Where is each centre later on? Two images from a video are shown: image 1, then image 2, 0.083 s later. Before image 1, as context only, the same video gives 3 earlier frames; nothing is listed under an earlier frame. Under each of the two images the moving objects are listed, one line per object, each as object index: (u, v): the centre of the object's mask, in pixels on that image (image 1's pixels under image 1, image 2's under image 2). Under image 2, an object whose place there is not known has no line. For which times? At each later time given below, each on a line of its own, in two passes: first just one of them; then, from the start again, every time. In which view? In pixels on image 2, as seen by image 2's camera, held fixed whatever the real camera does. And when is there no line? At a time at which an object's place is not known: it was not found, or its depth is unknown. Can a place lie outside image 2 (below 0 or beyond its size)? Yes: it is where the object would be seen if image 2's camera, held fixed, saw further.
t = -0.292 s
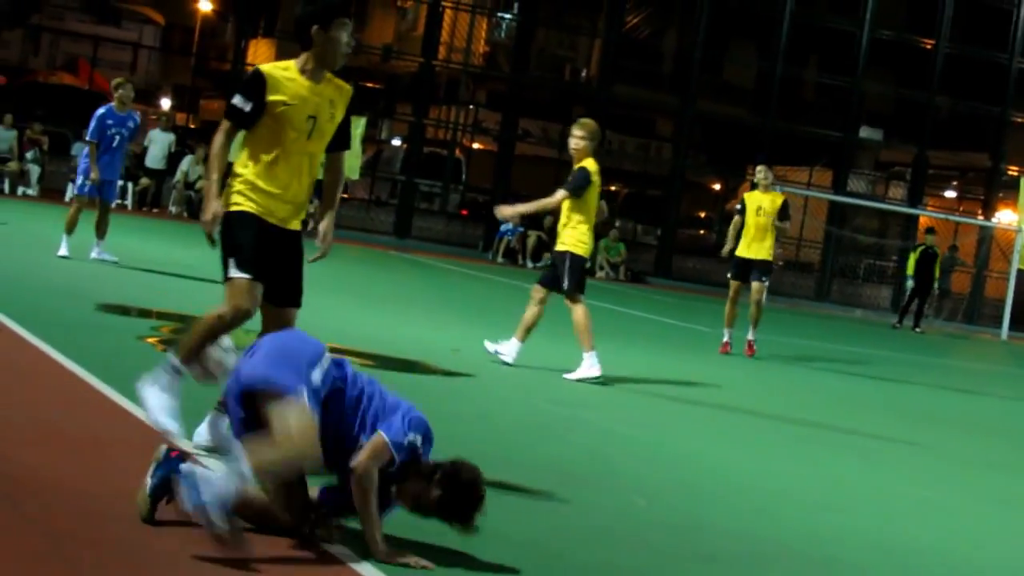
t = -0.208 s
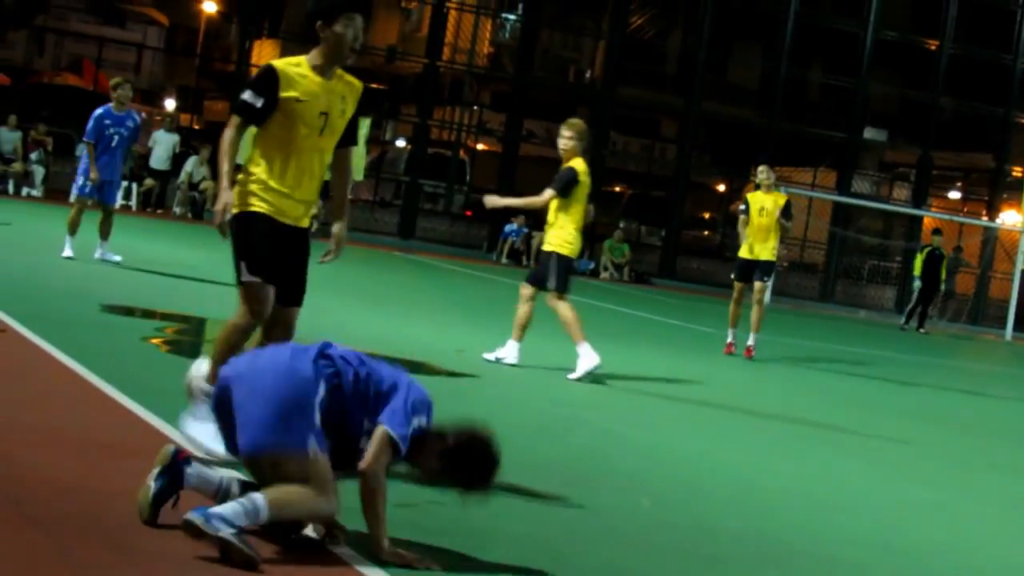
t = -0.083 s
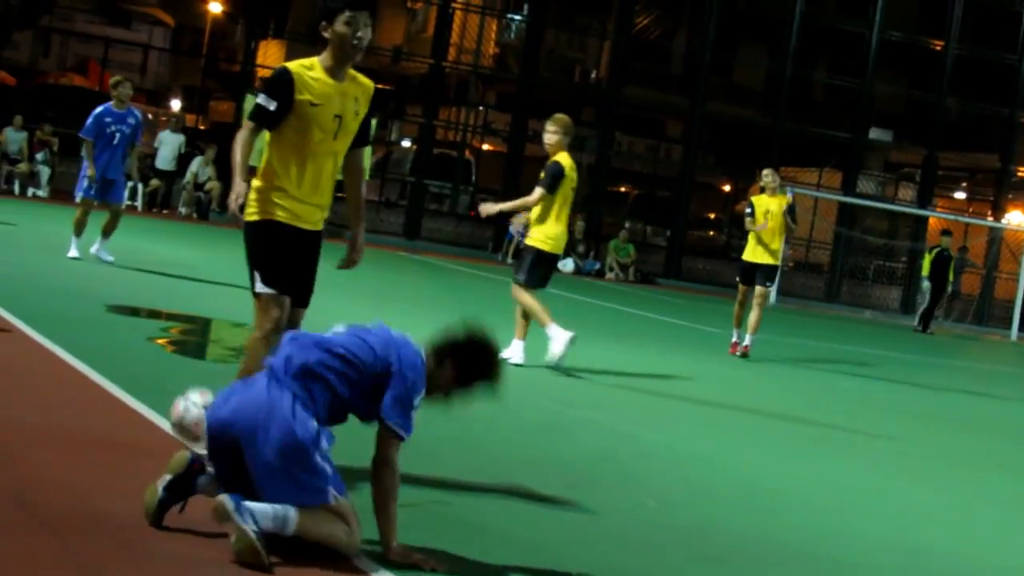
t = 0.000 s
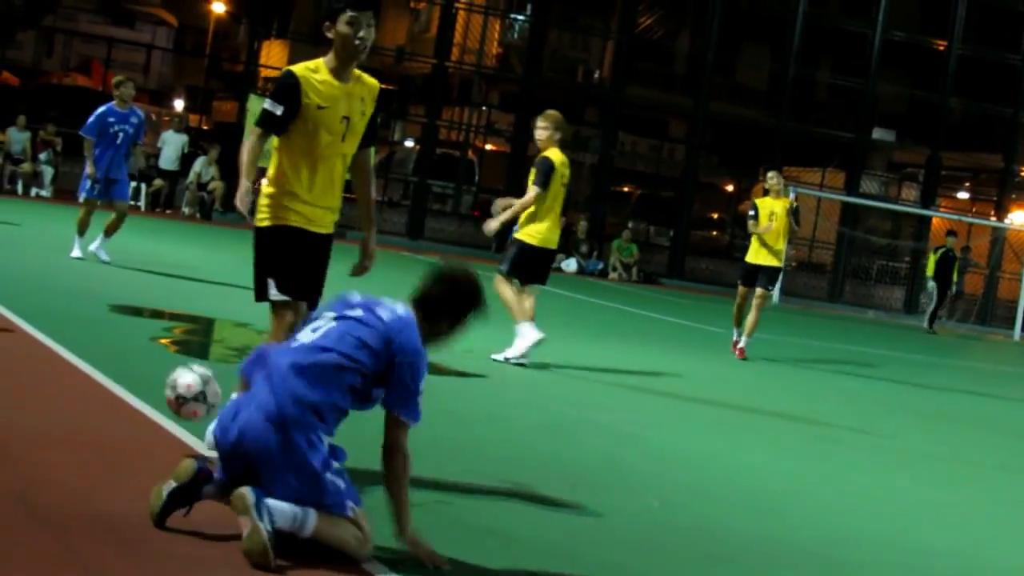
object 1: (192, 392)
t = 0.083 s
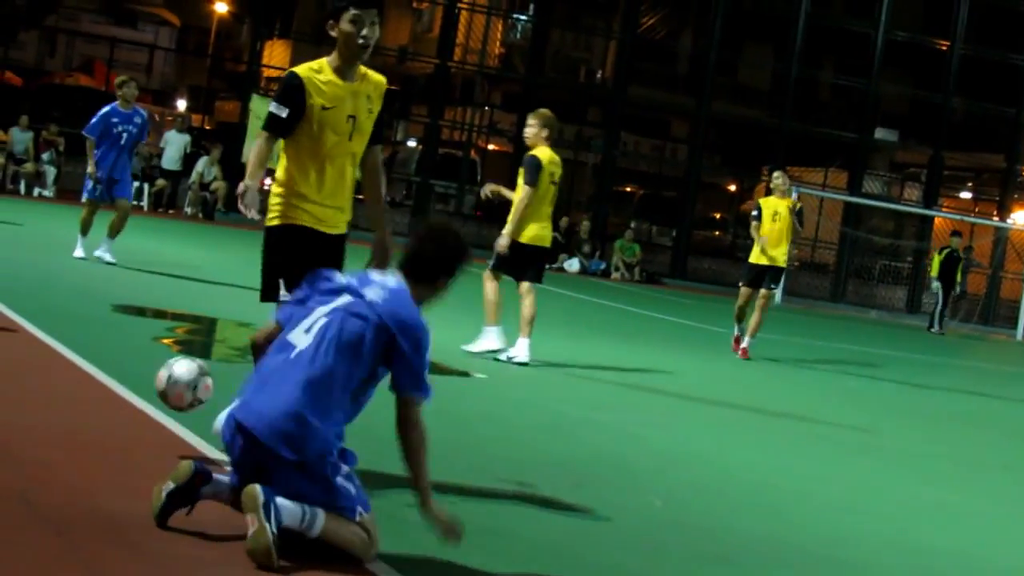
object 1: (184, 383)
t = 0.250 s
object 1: (144, 420)
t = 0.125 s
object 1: (172, 387)
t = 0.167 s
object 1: (164, 392)
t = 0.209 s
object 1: (152, 404)
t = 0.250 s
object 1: (144, 420)
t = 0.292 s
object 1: (137, 421)
